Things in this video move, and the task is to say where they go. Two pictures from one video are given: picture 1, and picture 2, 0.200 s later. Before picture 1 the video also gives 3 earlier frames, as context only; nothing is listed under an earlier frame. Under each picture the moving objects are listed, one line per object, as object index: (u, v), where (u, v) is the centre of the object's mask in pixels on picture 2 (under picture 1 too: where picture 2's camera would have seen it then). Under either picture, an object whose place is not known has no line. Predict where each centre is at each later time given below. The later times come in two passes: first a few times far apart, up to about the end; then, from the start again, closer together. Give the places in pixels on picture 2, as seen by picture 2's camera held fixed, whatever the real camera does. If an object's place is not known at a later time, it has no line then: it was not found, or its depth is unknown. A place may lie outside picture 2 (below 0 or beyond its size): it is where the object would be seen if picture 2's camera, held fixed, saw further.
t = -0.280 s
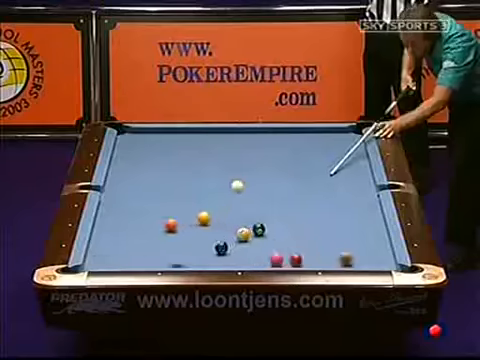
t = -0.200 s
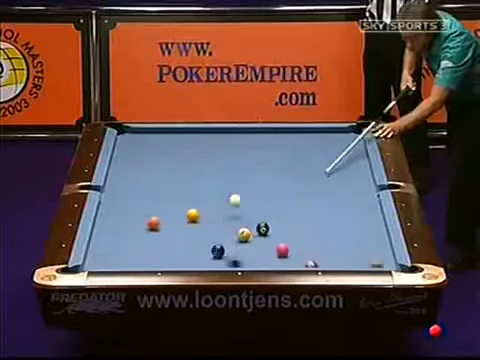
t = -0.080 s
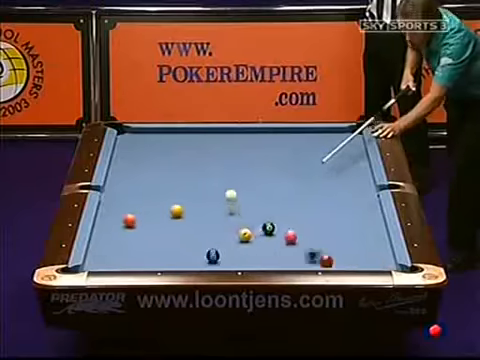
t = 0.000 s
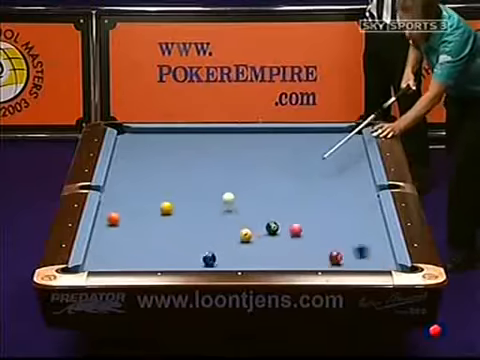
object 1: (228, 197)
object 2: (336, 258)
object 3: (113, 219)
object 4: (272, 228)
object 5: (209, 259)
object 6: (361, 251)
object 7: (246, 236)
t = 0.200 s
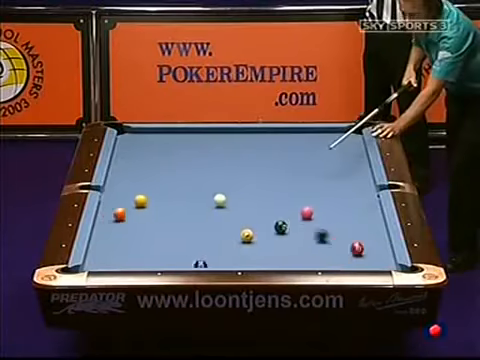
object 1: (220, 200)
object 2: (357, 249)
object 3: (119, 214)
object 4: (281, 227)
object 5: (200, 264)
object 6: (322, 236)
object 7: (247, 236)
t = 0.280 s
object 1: (216, 200)
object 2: (365, 246)
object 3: (128, 213)
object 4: (282, 225)
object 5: (197, 264)
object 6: (291, 230)
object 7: (247, 236)
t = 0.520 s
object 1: (204, 198)
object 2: (379, 237)
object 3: (154, 209)
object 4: (256, 207)
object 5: (190, 261)
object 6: (254, 231)
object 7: (246, 237)
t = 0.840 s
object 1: (192, 194)
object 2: (358, 225)
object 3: (185, 203)
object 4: (232, 187)
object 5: (180, 255)
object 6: (217, 228)
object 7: (232, 242)
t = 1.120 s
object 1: (180, 193)
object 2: (342, 217)
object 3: (211, 198)
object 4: (214, 172)
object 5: (173, 249)
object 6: (189, 225)
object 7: (222, 247)
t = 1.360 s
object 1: (171, 192)
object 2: (329, 209)
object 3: (232, 195)
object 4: (200, 161)
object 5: (167, 245)
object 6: (166, 222)
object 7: (214, 250)
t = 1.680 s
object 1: (161, 190)
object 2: (313, 201)
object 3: (258, 191)
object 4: (182, 146)
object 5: (160, 240)
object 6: (137, 220)
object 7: (203, 255)
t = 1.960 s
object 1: (153, 188)
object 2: (300, 194)
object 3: (279, 187)
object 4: (168, 134)
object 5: (155, 236)
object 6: (112, 217)
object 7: (194, 258)
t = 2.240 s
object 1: (147, 187)
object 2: (287, 188)
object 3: (298, 183)
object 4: (156, 134)
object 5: (151, 232)
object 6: (107, 215)
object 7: (186, 260)
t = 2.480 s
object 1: (142, 186)
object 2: (278, 182)
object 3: (315, 180)
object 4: (148, 139)
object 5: (147, 229)
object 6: (115, 215)
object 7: (180, 262)
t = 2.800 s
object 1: (136, 185)
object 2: (267, 175)
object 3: (334, 177)
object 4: (137, 146)
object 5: (143, 226)
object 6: (124, 214)
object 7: (171, 264)
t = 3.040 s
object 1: (133, 185)
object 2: (259, 171)
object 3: (348, 174)
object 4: (128, 151)
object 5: (141, 223)
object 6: (130, 214)
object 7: (167, 265)
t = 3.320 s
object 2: (250, 166)
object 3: (362, 172)
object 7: (164, 265)
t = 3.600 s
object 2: (243, 161)
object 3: (362, 170)
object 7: (160, 264)
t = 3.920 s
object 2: (234, 157)
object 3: (354, 168)
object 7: (158, 264)
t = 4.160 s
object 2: (229, 153)
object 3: (350, 167)
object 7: (157, 264)
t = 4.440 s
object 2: (223, 150)
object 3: (344, 166)
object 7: (158, 264)
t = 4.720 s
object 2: (218, 147)
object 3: (341, 165)
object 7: (158, 264)
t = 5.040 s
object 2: (213, 143)
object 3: (338, 165)
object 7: (158, 264)
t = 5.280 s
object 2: (209, 140)
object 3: (337, 165)
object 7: (158, 264)
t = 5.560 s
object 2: (205, 139)
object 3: (337, 165)
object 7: (158, 264)
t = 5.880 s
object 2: (201, 136)
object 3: (337, 164)
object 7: (157, 264)
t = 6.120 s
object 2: (199, 135)
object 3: (337, 165)
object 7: (157, 264)
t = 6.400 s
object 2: (197, 133)
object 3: (337, 164)
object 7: (157, 264)
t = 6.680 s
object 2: (194, 132)
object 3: (337, 164)
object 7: (157, 264)
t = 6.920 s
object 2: (193, 132)
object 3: (337, 164)
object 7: (157, 264)
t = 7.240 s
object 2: (192, 131)
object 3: (337, 164)
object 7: (157, 264)
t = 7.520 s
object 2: (191, 130)
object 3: (337, 164)
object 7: (157, 264)
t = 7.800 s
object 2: (191, 130)
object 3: (337, 164)
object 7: (157, 264)
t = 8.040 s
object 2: (191, 130)
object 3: (337, 164)
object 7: (157, 264)
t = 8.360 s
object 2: (191, 130)
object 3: (337, 164)
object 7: (157, 264)
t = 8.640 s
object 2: (191, 130)
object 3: (337, 164)
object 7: (157, 264)
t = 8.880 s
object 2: (191, 130)
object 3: (337, 164)
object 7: (157, 264)
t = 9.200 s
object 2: (191, 130)
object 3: (337, 164)
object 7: (157, 264)
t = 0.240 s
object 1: (218, 200)
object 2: (361, 247)
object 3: (125, 214)
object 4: (282, 227)
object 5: (198, 264)
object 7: (247, 236)
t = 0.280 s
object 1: (216, 200)
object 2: (365, 246)
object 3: (128, 213)
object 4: (282, 225)
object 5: (197, 264)
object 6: (291, 230)
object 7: (247, 236)
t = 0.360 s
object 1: (212, 199)
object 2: (374, 243)
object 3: (137, 212)
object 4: (273, 219)
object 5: (194, 263)
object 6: (276, 231)
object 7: (247, 236)
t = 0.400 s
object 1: (210, 199)
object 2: (377, 241)
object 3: (141, 211)
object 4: (268, 216)
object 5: (193, 263)
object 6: (270, 231)
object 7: (247, 236)
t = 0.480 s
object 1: (206, 198)
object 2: (383, 238)
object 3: (150, 209)
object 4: (260, 210)
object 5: (191, 261)
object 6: (257, 232)
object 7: (248, 236)
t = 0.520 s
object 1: (204, 198)
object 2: (379, 237)
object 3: (154, 209)
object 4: (256, 207)
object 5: (190, 261)
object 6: (254, 231)
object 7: (246, 237)
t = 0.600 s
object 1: (201, 197)
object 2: (374, 233)
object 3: (162, 207)
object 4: (249, 202)
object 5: (187, 260)
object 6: (244, 229)
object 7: (242, 238)
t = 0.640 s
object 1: (199, 197)
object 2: (371, 232)
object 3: (166, 206)
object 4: (246, 199)
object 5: (186, 259)
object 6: (239, 228)
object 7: (241, 239)
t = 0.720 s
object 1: (196, 196)
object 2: (366, 230)
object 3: (173, 205)
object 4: (241, 194)
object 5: (184, 257)
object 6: (230, 229)
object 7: (237, 240)
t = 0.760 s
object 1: (194, 196)
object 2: (363, 228)
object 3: (178, 204)
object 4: (238, 192)
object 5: (183, 257)
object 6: (226, 229)
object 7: (236, 241)
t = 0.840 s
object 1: (192, 194)
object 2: (358, 225)
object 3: (185, 203)
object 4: (232, 187)
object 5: (180, 255)
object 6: (217, 228)
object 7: (232, 242)
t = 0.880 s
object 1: (189, 193)
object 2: (356, 224)
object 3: (189, 202)
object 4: (230, 185)
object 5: (179, 254)
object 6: (213, 228)
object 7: (231, 243)
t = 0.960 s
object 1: (186, 194)
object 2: (351, 221)
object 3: (196, 201)
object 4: (225, 181)
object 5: (177, 253)
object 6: (205, 227)
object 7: (228, 244)
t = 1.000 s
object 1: (184, 194)
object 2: (349, 220)
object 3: (200, 200)
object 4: (222, 179)
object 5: (176, 252)
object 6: (201, 226)
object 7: (226, 245)
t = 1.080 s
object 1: (181, 194)
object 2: (344, 218)
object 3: (207, 199)
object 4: (217, 175)
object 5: (174, 250)
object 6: (193, 226)
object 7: (224, 246)
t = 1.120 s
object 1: (180, 193)
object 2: (342, 217)
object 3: (211, 198)
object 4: (214, 172)
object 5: (173, 249)
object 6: (189, 225)
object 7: (222, 247)
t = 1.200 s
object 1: (177, 192)
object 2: (337, 214)
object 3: (218, 198)
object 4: (209, 169)
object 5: (171, 248)
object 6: (181, 224)
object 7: (220, 248)
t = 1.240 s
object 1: (176, 192)
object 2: (335, 213)
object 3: (221, 197)
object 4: (207, 167)
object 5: (170, 247)
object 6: (177, 224)
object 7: (218, 249)
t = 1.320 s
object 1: (173, 192)
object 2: (331, 211)
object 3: (228, 195)
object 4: (202, 163)
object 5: (168, 246)
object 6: (170, 223)
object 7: (215, 250)
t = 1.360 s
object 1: (171, 192)
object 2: (329, 209)
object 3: (232, 195)
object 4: (200, 161)
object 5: (167, 245)
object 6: (166, 222)
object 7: (214, 250)
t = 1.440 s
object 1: (169, 191)
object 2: (324, 208)
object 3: (238, 194)
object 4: (195, 157)
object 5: (165, 244)
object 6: (158, 222)
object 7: (211, 251)
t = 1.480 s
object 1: (167, 191)
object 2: (322, 206)
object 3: (242, 194)
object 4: (193, 155)
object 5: (164, 244)
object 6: (154, 221)
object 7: (209, 252)
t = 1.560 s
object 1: (165, 190)
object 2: (318, 204)
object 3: (248, 192)
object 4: (188, 152)
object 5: (163, 242)
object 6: (147, 220)
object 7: (207, 253)
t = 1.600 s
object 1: (163, 190)
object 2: (316, 203)
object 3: (251, 191)
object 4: (186, 150)
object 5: (162, 241)
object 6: (143, 220)
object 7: (205, 253)
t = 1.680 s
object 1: (161, 190)
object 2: (313, 201)
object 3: (258, 191)
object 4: (182, 146)
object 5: (160, 240)
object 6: (137, 220)
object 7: (203, 255)
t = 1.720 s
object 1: (160, 190)
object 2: (311, 200)
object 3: (261, 190)
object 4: (180, 144)
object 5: (159, 239)
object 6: (133, 219)
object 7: (201, 255)
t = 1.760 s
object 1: (159, 189)
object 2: (309, 199)
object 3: (264, 189)
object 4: (178, 142)
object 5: (158, 238)
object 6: (130, 218)
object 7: (200, 256)
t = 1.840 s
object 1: (157, 189)
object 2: (305, 197)
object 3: (270, 188)
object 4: (174, 140)
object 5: (157, 237)
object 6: (123, 218)
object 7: (198, 257)
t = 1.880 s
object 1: (155, 189)
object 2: (303, 196)
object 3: (273, 188)
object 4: (171, 138)
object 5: (157, 237)
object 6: (119, 217)
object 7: (196, 257)
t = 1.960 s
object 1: (153, 188)
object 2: (300, 194)
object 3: (279, 187)
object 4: (168, 134)
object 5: (155, 236)
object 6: (112, 217)
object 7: (194, 258)
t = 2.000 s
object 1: (152, 188)
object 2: (298, 193)
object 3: (281, 186)
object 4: (165, 133)
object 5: (154, 235)
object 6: (109, 217)
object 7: (194, 259)
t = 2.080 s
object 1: (150, 188)
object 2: (295, 191)
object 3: (287, 185)
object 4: (162, 131)
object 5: (153, 234)
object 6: (102, 216)
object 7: (191, 259)
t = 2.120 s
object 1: (149, 187)
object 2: (294, 190)
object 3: (288, 183)
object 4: (161, 131)
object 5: (152, 233)
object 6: (102, 215)
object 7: (189, 260)
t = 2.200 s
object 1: (147, 187)
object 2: (289, 189)
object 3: (297, 184)
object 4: (157, 133)
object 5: (151, 232)
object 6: (105, 215)
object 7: (187, 260)
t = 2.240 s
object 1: (147, 187)
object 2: (287, 188)
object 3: (298, 183)
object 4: (156, 134)
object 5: (151, 232)
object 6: (107, 215)
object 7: (186, 260)
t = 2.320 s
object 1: (145, 187)
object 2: (285, 185)
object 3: (304, 183)
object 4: (153, 136)
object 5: (149, 231)
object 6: (110, 216)
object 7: (184, 261)
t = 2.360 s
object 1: (144, 187)
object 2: (283, 184)
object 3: (306, 182)
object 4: (152, 137)
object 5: (149, 231)
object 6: (111, 215)
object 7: (183, 261)
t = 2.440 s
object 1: (142, 186)
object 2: (280, 183)
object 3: (312, 181)
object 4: (149, 139)
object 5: (147, 230)
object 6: (114, 215)
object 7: (181, 262)
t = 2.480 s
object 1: (142, 186)
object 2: (278, 182)
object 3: (315, 180)
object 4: (148, 139)
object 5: (147, 229)
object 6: (115, 215)
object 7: (180, 262)
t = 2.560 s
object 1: (140, 186)
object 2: (275, 180)
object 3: (319, 180)
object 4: (145, 142)
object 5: (146, 228)
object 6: (117, 215)
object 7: (178, 262)
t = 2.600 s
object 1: (140, 186)
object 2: (274, 179)
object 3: (322, 179)
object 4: (144, 142)
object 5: (145, 228)
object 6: (118, 214)
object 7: (177, 263)
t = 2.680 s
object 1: (138, 185)
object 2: (271, 178)
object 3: (327, 178)
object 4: (141, 144)
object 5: (145, 227)
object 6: (121, 214)
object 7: (174, 263)
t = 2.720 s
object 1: (138, 185)
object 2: (270, 177)
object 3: (329, 178)
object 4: (139, 145)
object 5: (144, 226)
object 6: (122, 214)
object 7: (173, 263)
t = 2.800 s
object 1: (136, 185)
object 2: (267, 175)
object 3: (334, 177)
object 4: (137, 146)
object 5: (143, 226)
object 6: (124, 214)
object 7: (171, 264)
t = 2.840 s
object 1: (136, 185)
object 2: (265, 174)
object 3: (337, 176)
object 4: (135, 147)
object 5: (142, 225)
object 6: (125, 214)
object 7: (170, 264)
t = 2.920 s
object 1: (134, 185)
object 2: (262, 173)
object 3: (341, 175)
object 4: (133, 149)
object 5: (142, 225)
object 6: (127, 214)
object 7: (169, 265)
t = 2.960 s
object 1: (134, 185)
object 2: (262, 173)
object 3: (343, 175)
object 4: (131, 149)
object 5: (141, 224)
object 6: (128, 214)
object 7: (168, 265)
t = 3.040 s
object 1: (133, 185)
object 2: (259, 171)
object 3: (348, 174)
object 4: (128, 151)
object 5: (141, 223)
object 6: (130, 214)
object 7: (167, 265)
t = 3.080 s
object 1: (132, 185)
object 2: (258, 170)
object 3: (350, 174)
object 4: (127, 152)
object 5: (140, 223)
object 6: (130, 214)
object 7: (167, 265)
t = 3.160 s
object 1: (131, 184)
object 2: (255, 169)
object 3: (354, 173)
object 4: (124, 153)
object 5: (139, 223)
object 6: (132, 213)
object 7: (166, 265)
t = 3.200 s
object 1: (131, 184)
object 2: (254, 168)
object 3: (356, 173)
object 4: (123, 154)
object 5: (139, 222)
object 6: (132, 213)
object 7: (165, 265)
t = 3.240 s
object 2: (253, 167)
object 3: (358, 172)
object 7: (165, 265)
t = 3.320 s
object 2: (250, 166)
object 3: (362, 172)
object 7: (164, 265)
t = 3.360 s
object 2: (249, 166)
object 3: (364, 172)
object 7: (163, 265)
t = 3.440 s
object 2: (247, 164)
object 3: (366, 170)
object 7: (162, 264)
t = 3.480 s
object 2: (246, 164)
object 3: (365, 170)
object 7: (161, 264)
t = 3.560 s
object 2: (244, 162)
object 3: (363, 170)
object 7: (160, 264)
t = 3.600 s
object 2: (243, 161)
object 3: (362, 170)
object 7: (160, 264)
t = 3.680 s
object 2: (240, 160)
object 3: (360, 169)
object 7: (159, 264)
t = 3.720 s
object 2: (239, 160)
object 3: (359, 169)
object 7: (159, 264)
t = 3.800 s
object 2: (238, 158)
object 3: (357, 168)
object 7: (158, 264)
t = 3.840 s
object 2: (237, 158)
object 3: (356, 168)
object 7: (158, 264)
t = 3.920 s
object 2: (234, 157)
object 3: (354, 168)
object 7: (158, 264)
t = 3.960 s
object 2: (234, 156)
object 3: (353, 168)
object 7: (158, 264)
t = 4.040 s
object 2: (231, 155)
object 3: (351, 167)
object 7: (157, 264)
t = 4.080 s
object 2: (231, 154)
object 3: (351, 167)
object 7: (157, 264)
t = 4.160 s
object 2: (229, 153)
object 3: (350, 167)
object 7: (157, 264)
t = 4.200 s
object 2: (228, 153)
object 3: (349, 167)
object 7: (157, 264)
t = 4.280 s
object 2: (226, 152)
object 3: (348, 167)
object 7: (157, 264)
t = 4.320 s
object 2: (225, 151)
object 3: (347, 166)
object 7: (157, 264)
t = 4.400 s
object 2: (224, 150)
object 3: (345, 166)
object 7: (158, 264)
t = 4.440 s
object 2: (223, 150)
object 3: (344, 166)
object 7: (158, 264)
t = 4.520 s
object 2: (221, 149)
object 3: (343, 166)
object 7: (158, 264)
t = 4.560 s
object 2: (220, 149)
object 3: (343, 166)
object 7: (158, 264)
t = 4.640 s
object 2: (219, 148)
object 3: (342, 166)
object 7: (158, 264)
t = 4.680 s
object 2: (218, 147)
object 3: (342, 165)
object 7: (158, 264)
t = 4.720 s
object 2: (218, 147)
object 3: (341, 165)
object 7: (158, 264)
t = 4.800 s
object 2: (216, 146)
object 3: (340, 165)
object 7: (158, 264)
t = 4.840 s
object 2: (215, 146)
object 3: (340, 165)
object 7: (158, 264)
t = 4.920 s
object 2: (214, 145)
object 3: (339, 165)
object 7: (158, 264)
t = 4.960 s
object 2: (214, 144)
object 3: (339, 165)
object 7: (158, 264)
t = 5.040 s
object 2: (213, 143)
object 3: (338, 165)
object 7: (158, 264)
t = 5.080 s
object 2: (212, 143)
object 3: (338, 165)
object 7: (158, 264)
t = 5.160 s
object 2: (211, 142)
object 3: (338, 165)
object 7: (157, 264)
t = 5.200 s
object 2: (210, 141)
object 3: (338, 165)
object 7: (158, 264)
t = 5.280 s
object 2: (209, 140)
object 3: (337, 165)
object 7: (158, 264)
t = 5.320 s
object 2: (208, 140)
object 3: (337, 165)
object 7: (158, 264)
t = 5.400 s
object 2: (207, 140)
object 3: (337, 164)
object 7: (157, 264)
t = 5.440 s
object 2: (207, 140)
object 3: (337, 164)
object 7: (158, 264)
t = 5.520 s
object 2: (206, 139)
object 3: (337, 164)
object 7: (158, 264)
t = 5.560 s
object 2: (205, 139)
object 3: (337, 165)
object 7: (158, 264)
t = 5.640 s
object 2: (204, 138)
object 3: (337, 165)
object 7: (158, 264)
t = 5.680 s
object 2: (203, 138)
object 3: (337, 165)
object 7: (158, 264)
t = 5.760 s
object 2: (202, 137)
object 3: (337, 165)
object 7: (158, 264)
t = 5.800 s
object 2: (202, 137)
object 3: (337, 165)
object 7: (157, 264)
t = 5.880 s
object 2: (201, 136)
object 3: (337, 164)
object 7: (157, 264)
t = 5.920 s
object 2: (201, 136)
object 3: (337, 165)
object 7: (157, 264)
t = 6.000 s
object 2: (200, 136)
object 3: (337, 165)
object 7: (157, 264)
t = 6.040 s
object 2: (200, 135)
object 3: (337, 165)
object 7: (157, 264)
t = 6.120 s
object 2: (199, 135)
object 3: (337, 165)
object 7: (157, 264)
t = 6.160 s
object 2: (199, 135)
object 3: (337, 164)
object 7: (157, 264)
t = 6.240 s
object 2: (198, 134)
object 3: (337, 164)
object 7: (157, 264)
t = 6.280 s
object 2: (198, 134)
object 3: (337, 164)
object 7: (157, 264)
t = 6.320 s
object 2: (197, 134)
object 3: (337, 164)
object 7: (157, 264)
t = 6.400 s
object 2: (197, 133)
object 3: (337, 164)
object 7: (157, 264)
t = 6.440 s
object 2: (196, 133)
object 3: (337, 164)
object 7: (157, 264)
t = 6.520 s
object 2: (196, 133)
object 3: (337, 164)
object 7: (157, 264)
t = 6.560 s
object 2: (195, 133)
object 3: (337, 164)
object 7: (157, 264)
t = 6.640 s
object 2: (194, 132)
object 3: (337, 164)
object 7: (158, 264)
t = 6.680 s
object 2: (194, 132)
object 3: (337, 164)
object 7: (157, 264)
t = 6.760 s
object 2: (194, 132)
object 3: (337, 164)
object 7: (157, 264)
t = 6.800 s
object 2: (193, 132)
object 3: (337, 164)
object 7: (157, 264)
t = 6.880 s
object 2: (193, 132)
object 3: (337, 164)
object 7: (157, 264)
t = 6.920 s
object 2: (193, 132)
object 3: (337, 164)
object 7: (157, 264)
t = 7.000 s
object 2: (192, 132)
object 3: (337, 164)
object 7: (157, 264)
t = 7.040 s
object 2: (192, 132)
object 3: (337, 164)
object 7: (157, 264)
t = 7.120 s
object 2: (192, 131)
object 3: (337, 164)
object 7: (157, 264)
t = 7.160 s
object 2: (192, 131)
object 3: (337, 164)
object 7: (157, 264)
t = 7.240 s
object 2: (192, 131)
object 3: (337, 164)
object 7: (157, 264)
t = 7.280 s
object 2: (192, 131)
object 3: (337, 164)
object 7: (157, 264)
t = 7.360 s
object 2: (191, 131)
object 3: (337, 164)
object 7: (157, 264)
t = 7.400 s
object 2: (191, 131)
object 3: (337, 164)
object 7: (157, 264)
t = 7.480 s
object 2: (191, 130)
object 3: (337, 164)
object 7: (157, 264)
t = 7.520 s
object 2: (191, 130)
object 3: (337, 164)
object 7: (157, 264)
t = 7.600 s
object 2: (191, 130)
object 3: (337, 164)
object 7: (157, 264)
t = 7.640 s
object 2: (191, 130)
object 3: (337, 164)
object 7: (157, 264)
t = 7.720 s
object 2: (191, 130)
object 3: (337, 164)
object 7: (157, 264)
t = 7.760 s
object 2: (191, 130)
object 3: (337, 164)
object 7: (157, 264)
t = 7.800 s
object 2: (191, 130)
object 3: (337, 164)
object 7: (157, 264)
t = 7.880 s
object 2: (191, 130)
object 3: (337, 164)
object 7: (157, 264)
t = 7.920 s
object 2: (191, 130)
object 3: (337, 164)
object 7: (157, 264)
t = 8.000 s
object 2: (191, 130)
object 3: (337, 164)
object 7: (157, 264)
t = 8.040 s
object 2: (191, 130)
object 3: (337, 164)
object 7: (157, 264)
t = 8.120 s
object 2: (191, 130)
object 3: (337, 164)
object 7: (157, 264)
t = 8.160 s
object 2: (191, 131)
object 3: (337, 164)
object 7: (157, 264)
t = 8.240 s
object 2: (191, 130)
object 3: (337, 164)
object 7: (157, 264)
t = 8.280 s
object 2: (191, 130)
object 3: (337, 164)
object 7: (157, 264)
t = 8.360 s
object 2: (191, 130)
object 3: (337, 164)
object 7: (157, 264)
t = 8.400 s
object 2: (191, 130)
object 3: (337, 164)
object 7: (157, 264)
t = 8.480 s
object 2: (191, 130)
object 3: (337, 164)
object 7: (157, 264)
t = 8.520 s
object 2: (191, 130)
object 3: (337, 164)
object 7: (157, 264)
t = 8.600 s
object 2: (191, 130)
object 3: (337, 164)
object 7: (157, 264)
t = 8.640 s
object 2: (191, 130)
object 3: (337, 164)
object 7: (157, 264)
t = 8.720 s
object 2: (191, 130)
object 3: (337, 164)
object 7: (157, 264)
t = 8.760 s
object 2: (191, 130)
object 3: (337, 164)
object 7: (157, 264)
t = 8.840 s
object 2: (191, 130)
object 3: (337, 164)
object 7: (157, 264)
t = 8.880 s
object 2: (191, 130)
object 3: (337, 164)
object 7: (157, 264)
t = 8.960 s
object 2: (191, 130)
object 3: (337, 164)
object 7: (157, 264)
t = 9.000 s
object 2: (191, 130)
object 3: (337, 164)
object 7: (157, 264)
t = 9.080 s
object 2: (191, 130)
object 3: (337, 164)
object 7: (157, 264)
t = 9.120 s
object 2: (191, 130)
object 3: (337, 164)
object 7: (157, 264)
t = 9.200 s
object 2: (191, 130)
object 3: (337, 164)
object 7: (157, 264)
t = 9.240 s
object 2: (191, 130)
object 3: (337, 164)
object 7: (157, 264)
